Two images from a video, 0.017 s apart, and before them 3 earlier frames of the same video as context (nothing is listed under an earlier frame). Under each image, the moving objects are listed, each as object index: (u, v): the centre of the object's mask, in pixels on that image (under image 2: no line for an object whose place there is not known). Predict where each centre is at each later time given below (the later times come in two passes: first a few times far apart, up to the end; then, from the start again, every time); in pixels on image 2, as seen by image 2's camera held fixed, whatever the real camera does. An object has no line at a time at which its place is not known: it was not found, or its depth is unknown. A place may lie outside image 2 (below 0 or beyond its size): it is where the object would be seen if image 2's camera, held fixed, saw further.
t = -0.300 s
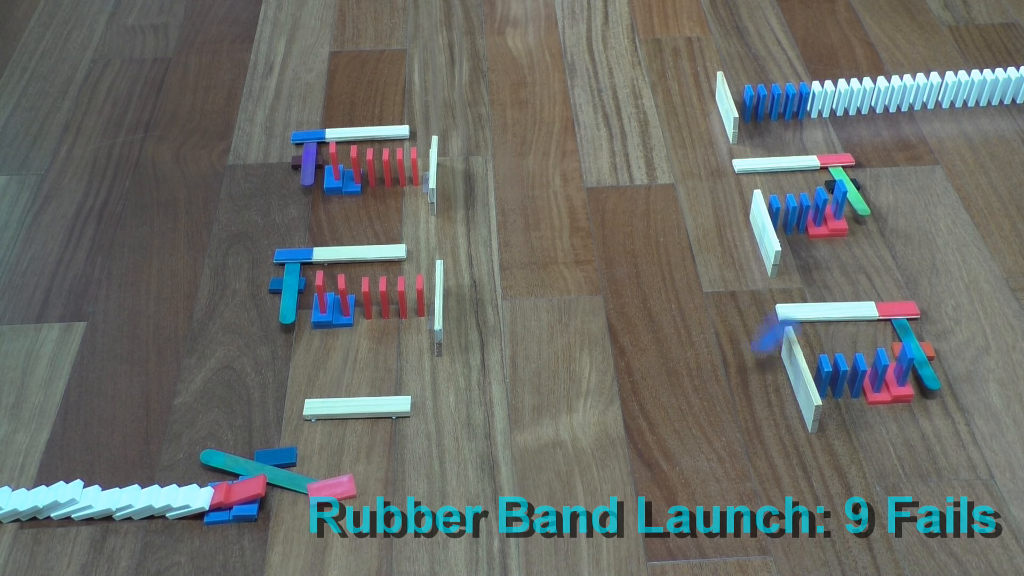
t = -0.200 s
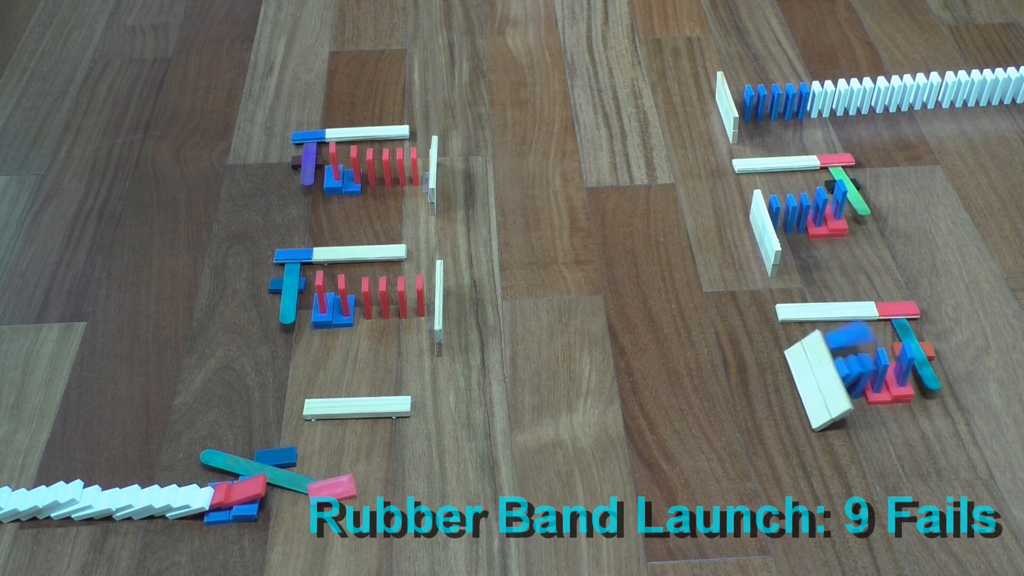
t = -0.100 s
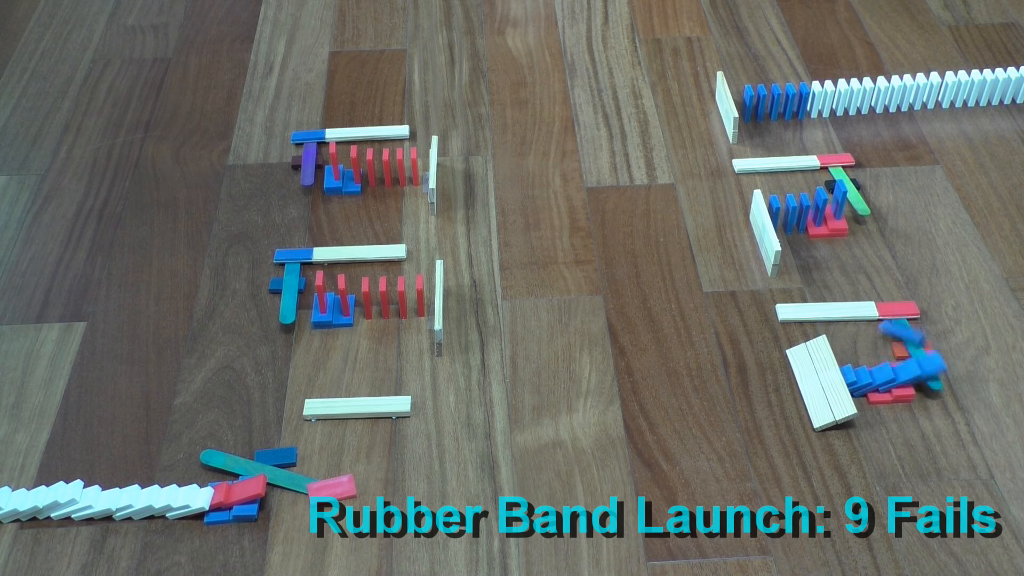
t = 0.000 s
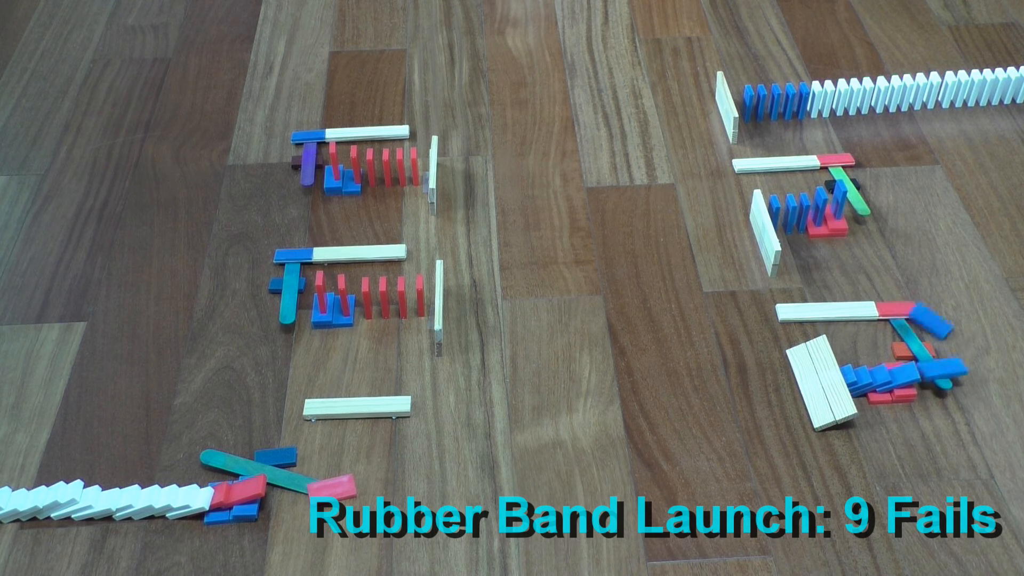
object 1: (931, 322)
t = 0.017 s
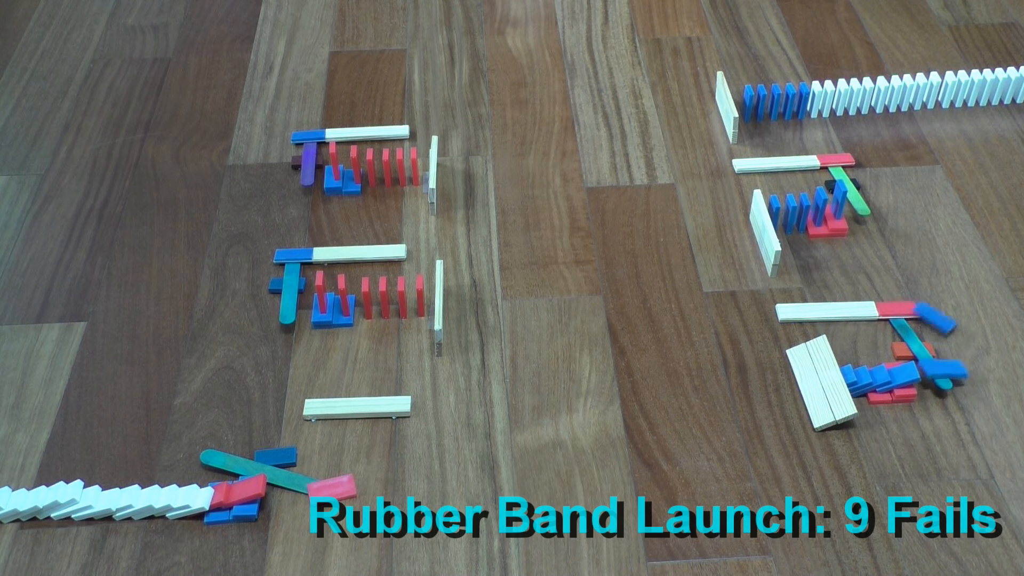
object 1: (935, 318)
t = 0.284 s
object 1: (971, 306)
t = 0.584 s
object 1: (972, 307)
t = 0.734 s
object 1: (972, 307)
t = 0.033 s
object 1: (938, 317)
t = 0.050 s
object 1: (941, 314)
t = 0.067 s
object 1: (947, 313)
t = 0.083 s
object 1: (951, 311)
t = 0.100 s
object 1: (954, 312)
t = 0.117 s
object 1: (957, 310)
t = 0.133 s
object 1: (960, 308)
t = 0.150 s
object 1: (963, 306)
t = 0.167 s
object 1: (965, 306)
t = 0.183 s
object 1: (966, 306)
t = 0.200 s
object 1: (968, 307)
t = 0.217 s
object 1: (969, 306)
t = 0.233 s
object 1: (970, 306)
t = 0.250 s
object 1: (971, 306)
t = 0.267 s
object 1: (971, 306)
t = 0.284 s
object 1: (971, 306)
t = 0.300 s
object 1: (971, 306)
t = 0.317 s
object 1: (971, 306)
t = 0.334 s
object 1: (972, 306)
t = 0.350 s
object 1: (972, 307)
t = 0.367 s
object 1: (972, 307)
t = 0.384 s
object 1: (972, 307)
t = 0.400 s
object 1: (972, 307)
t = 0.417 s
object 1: (972, 307)
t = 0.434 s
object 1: (972, 307)
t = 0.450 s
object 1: (972, 307)
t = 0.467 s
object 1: (972, 307)
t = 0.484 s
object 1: (972, 307)
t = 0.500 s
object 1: (972, 307)
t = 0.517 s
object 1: (972, 307)
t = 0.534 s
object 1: (972, 307)
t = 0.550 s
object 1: (972, 307)
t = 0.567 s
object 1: (972, 307)
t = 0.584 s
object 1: (972, 307)
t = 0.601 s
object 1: (972, 307)
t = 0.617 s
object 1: (972, 307)
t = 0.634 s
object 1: (972, 307)
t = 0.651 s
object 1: (972, 307)
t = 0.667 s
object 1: (972, 307)
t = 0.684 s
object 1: (972, 307)
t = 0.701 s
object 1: (972, 307)
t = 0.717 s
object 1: (972, 307)
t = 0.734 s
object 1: (972, 307)
